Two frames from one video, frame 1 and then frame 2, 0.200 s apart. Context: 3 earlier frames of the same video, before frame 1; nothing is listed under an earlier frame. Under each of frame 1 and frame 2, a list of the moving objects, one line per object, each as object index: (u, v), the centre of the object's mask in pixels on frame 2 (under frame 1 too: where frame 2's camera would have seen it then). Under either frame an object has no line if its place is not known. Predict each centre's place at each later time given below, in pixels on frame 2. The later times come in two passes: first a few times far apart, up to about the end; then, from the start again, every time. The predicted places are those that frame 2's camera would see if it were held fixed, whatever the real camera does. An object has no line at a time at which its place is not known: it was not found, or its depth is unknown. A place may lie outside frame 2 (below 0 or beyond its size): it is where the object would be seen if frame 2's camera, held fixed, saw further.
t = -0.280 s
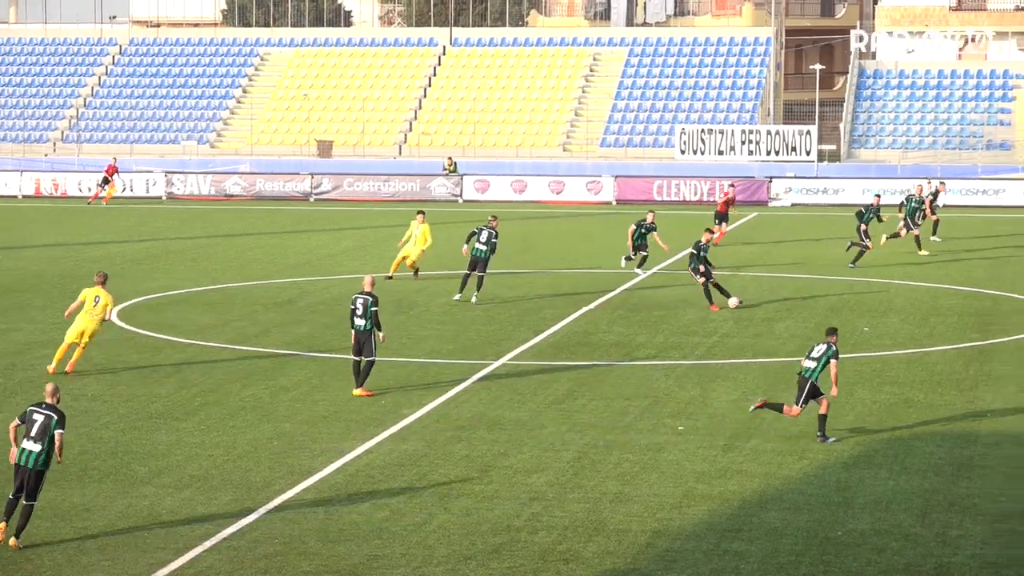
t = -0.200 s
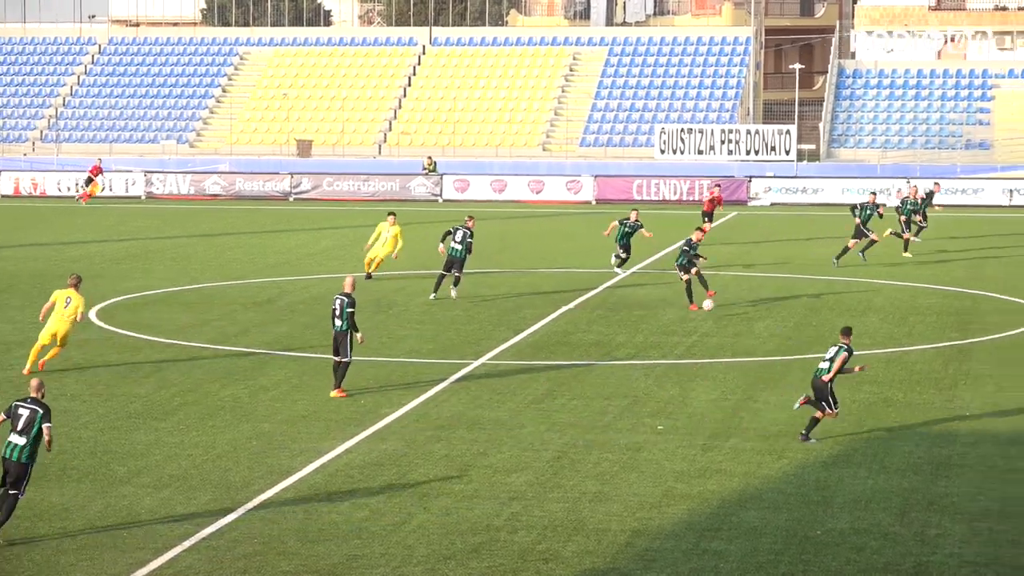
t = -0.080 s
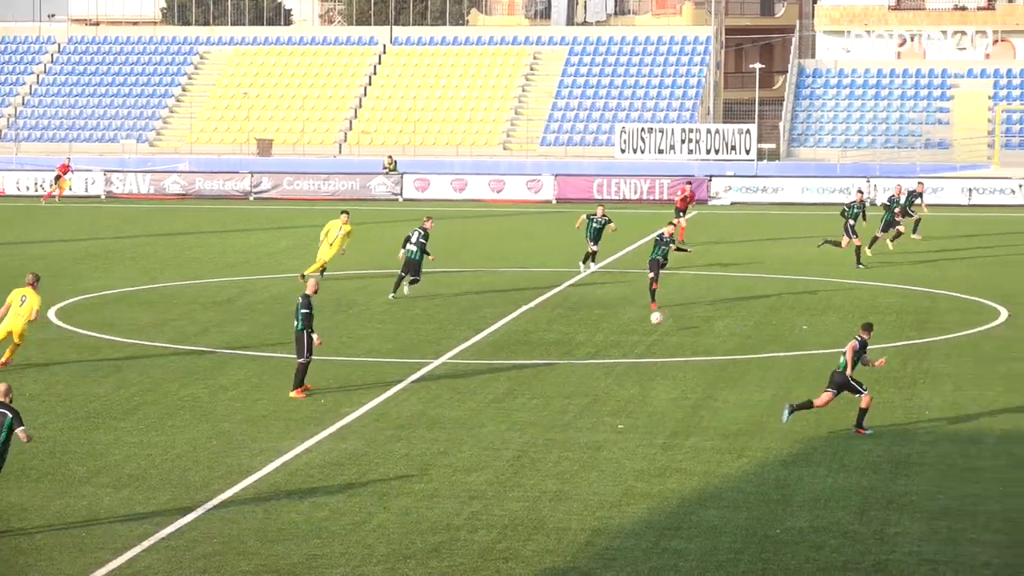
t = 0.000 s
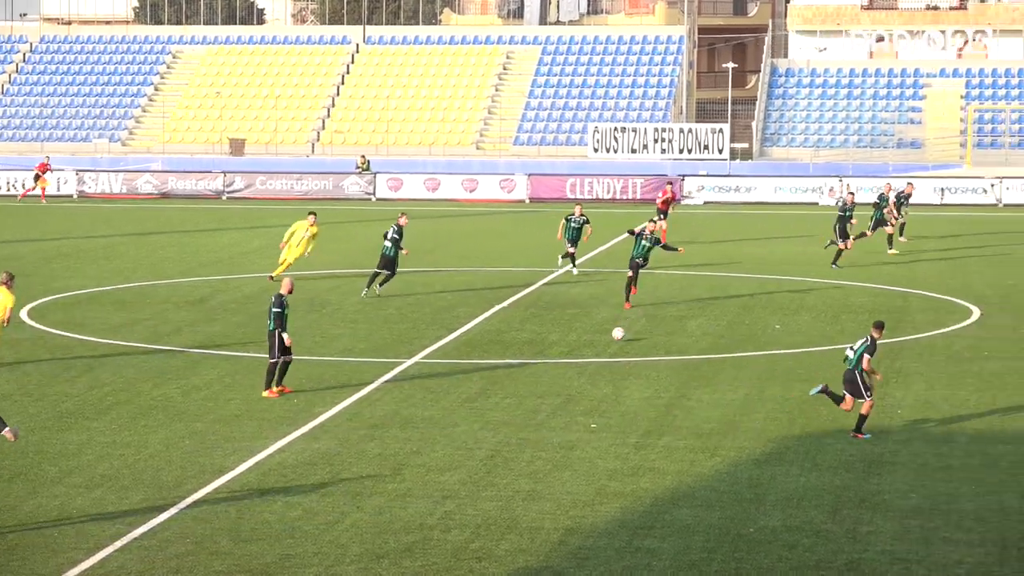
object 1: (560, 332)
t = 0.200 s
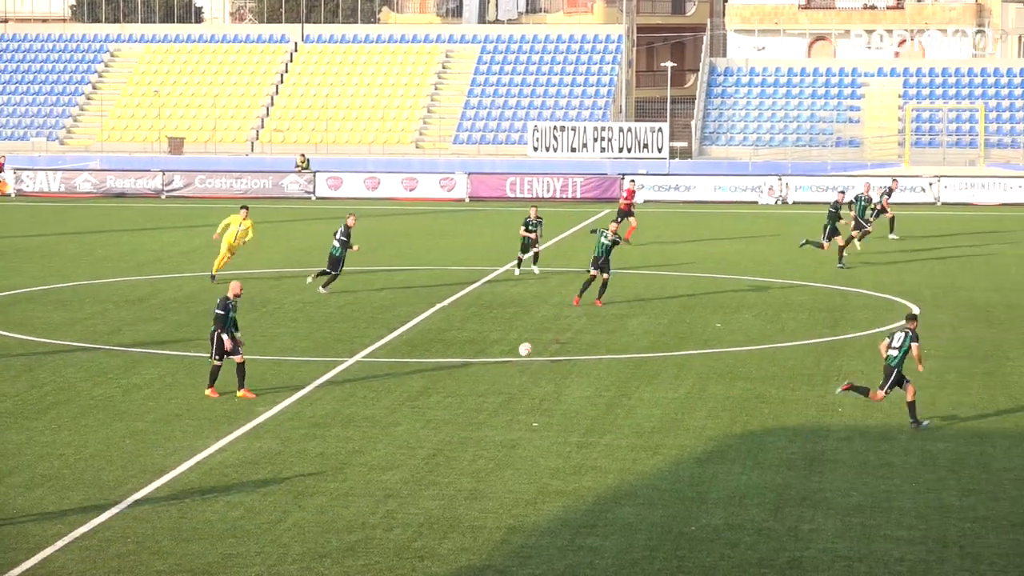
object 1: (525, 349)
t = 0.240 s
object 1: (517, 355)
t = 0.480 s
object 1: (465, 383)
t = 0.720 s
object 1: (407, 416)
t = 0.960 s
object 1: (349, 444)
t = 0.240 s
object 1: (517, 355)
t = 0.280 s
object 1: (508, 363)
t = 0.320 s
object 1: (500, 372)
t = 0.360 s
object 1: (491, 378)
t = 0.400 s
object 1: (482, 378)
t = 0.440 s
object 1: (474, 380)
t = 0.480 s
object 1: (465, 383)
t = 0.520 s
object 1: (455, 387)
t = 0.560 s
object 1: (445, 393)
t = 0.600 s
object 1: (436, 401)
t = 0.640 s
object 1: (425, 410)
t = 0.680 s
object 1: (416, 416)
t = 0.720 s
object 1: (407, 416)
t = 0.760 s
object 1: (397, 417)
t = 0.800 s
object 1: (388, 419)
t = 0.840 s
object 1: (379, 423)
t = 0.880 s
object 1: (369, 428)
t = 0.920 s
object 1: (359, 435)
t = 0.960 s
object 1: (349, 444)
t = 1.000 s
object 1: (338, 454)
